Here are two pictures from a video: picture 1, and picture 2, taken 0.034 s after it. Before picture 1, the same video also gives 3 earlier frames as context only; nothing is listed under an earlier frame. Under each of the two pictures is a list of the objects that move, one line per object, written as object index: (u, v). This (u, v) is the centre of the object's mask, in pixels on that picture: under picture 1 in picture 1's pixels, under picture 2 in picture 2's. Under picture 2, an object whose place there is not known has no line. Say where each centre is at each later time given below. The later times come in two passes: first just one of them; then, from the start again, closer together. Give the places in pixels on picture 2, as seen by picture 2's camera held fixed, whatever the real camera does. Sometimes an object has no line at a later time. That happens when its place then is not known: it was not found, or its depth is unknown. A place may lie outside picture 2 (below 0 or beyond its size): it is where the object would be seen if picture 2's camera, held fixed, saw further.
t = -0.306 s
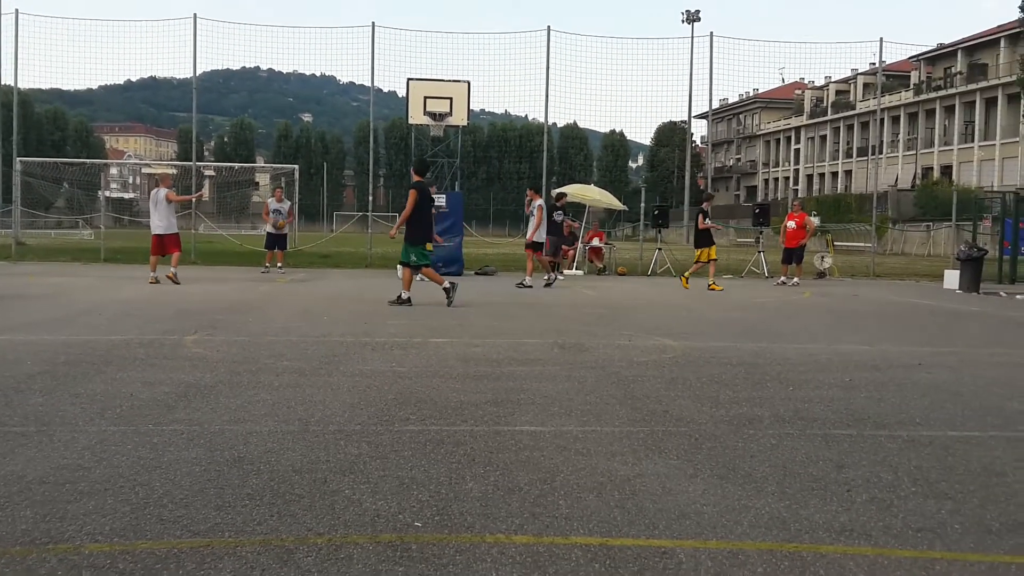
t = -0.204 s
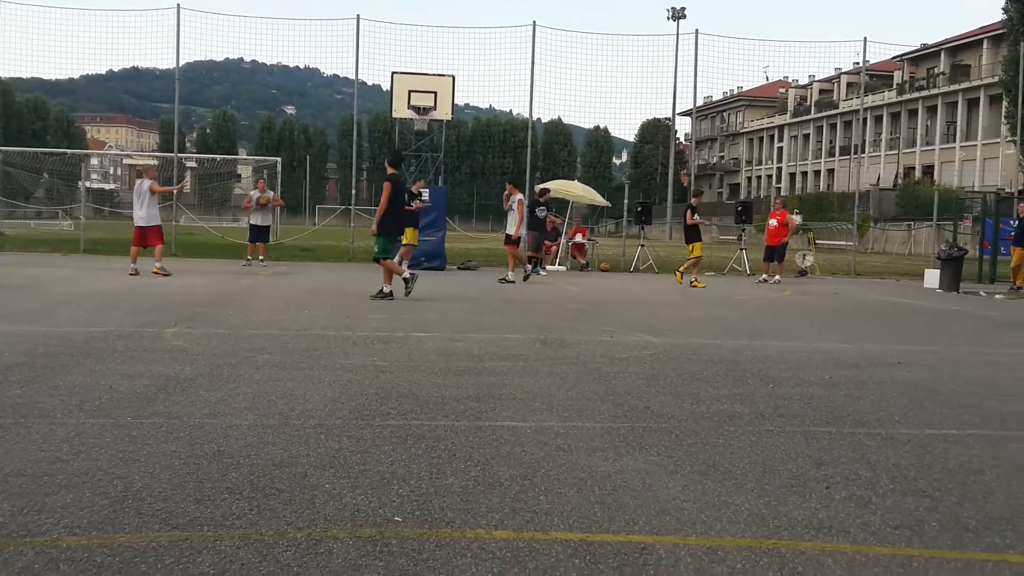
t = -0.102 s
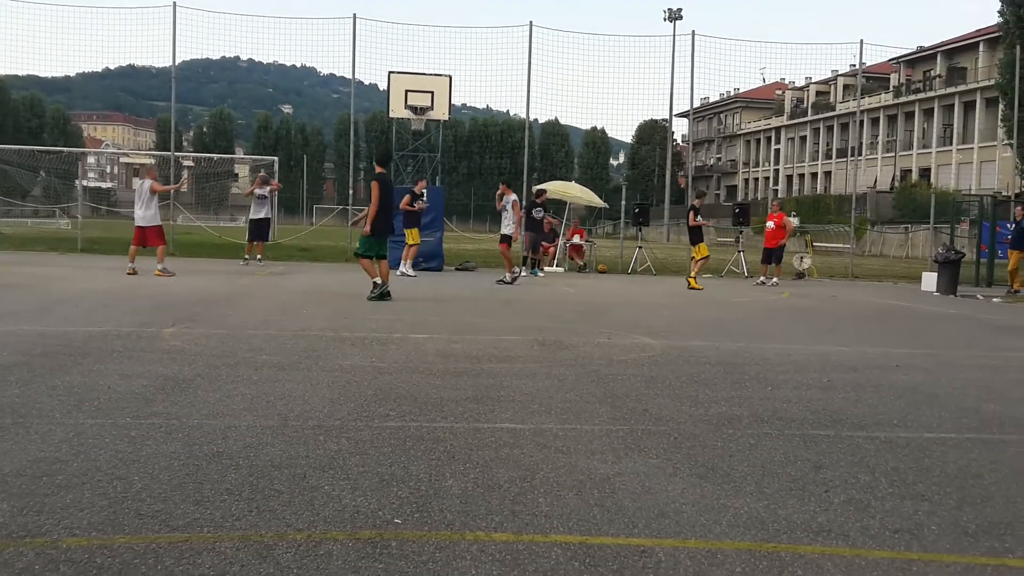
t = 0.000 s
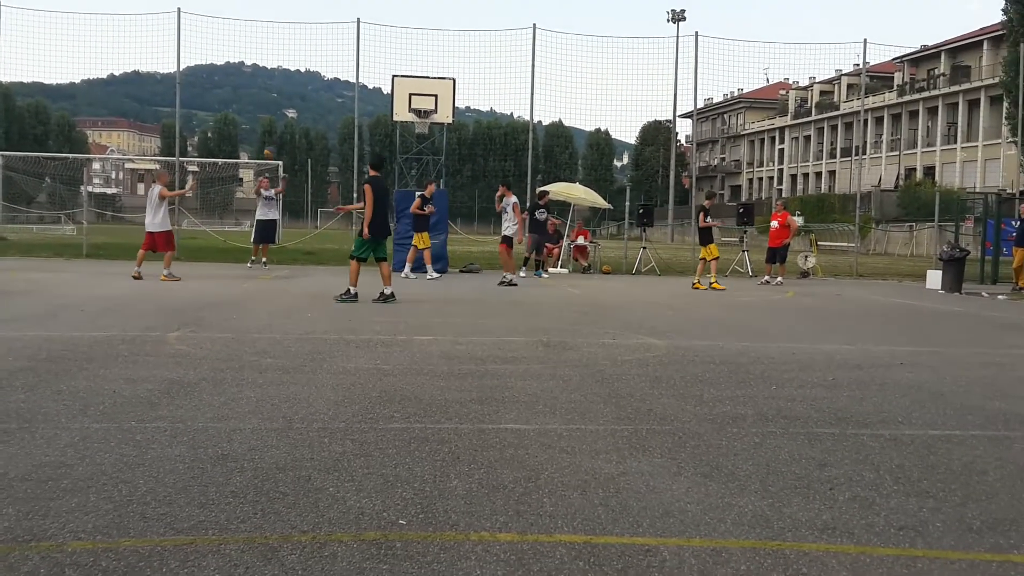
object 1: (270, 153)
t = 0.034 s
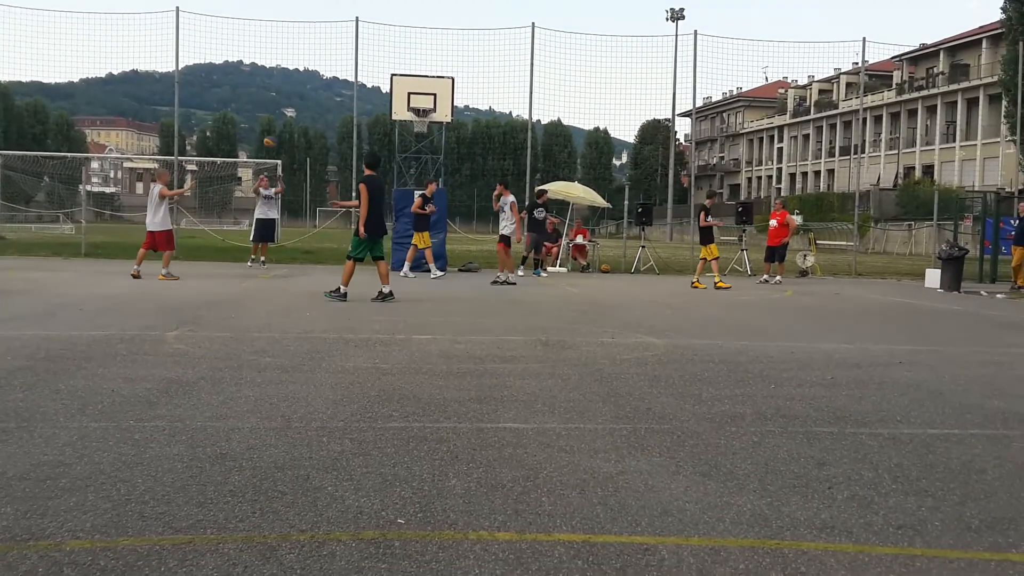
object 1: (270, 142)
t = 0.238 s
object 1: (275, 92)
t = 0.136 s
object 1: (273, 116)
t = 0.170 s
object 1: (273, 107)
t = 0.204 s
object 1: (274, 99)
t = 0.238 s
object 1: (275, 92)
